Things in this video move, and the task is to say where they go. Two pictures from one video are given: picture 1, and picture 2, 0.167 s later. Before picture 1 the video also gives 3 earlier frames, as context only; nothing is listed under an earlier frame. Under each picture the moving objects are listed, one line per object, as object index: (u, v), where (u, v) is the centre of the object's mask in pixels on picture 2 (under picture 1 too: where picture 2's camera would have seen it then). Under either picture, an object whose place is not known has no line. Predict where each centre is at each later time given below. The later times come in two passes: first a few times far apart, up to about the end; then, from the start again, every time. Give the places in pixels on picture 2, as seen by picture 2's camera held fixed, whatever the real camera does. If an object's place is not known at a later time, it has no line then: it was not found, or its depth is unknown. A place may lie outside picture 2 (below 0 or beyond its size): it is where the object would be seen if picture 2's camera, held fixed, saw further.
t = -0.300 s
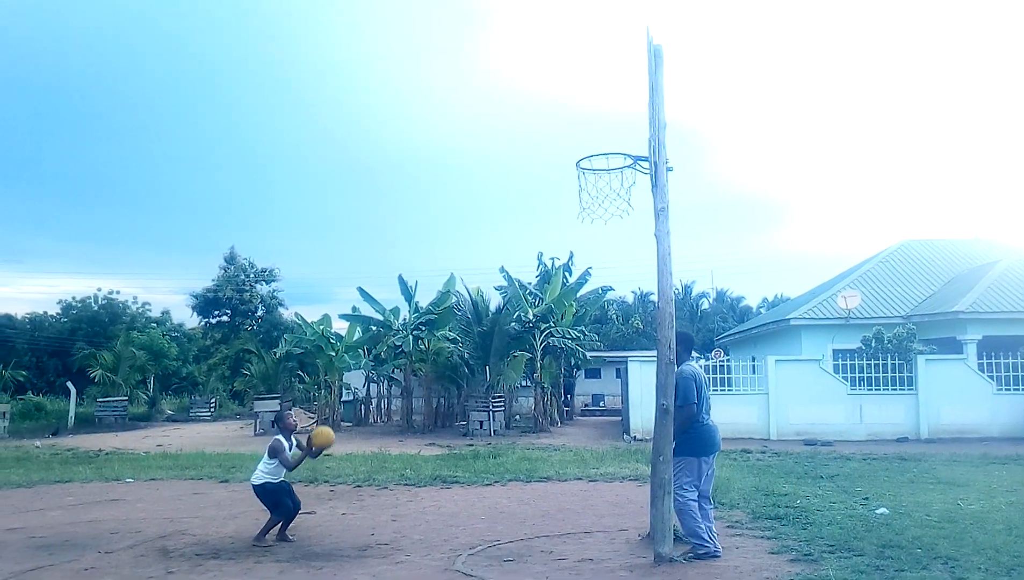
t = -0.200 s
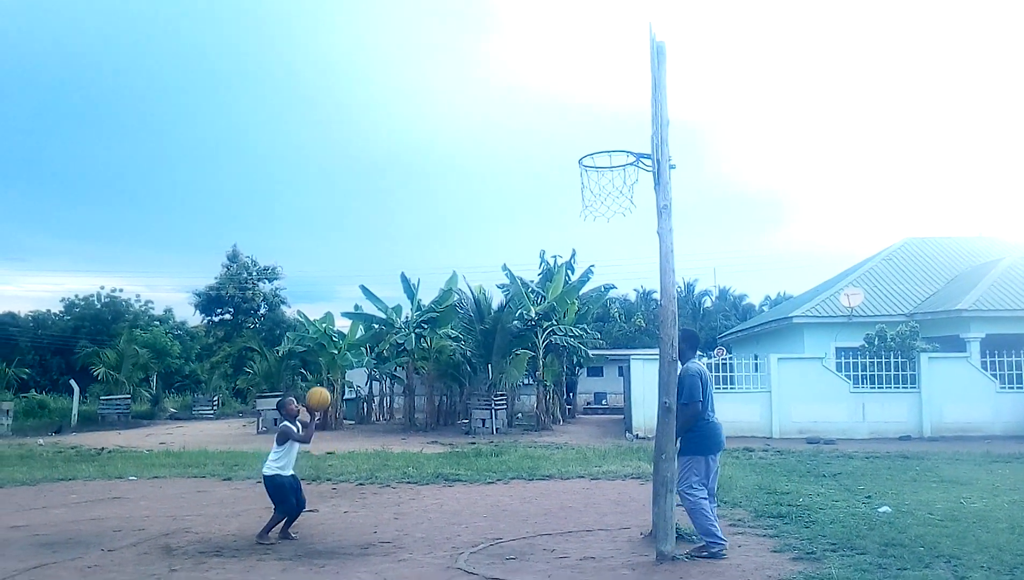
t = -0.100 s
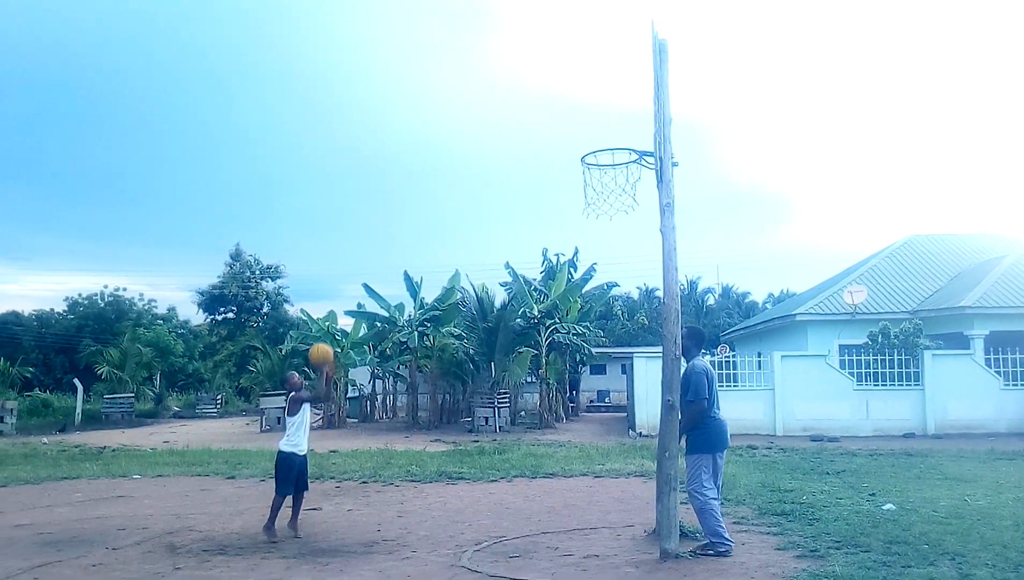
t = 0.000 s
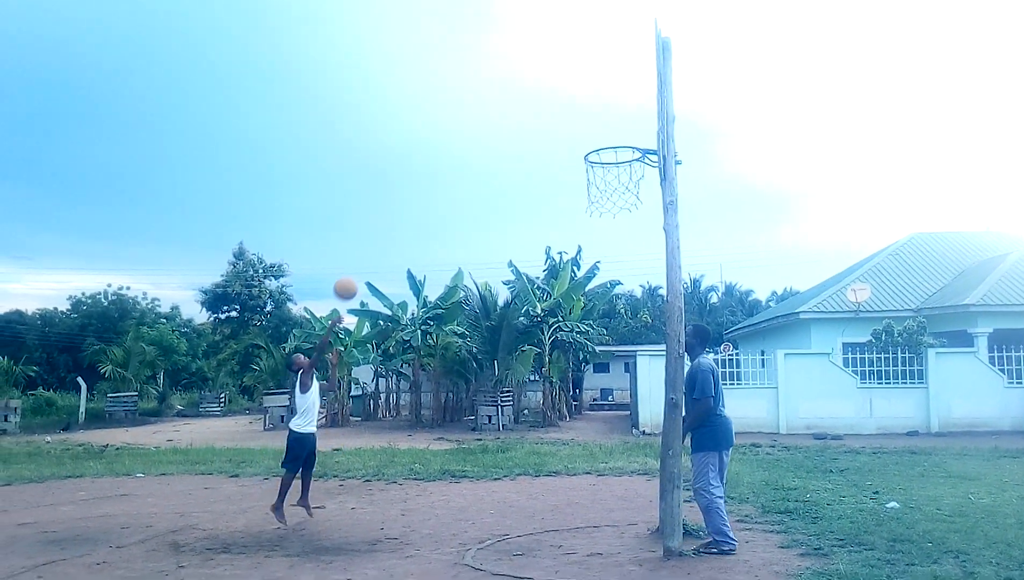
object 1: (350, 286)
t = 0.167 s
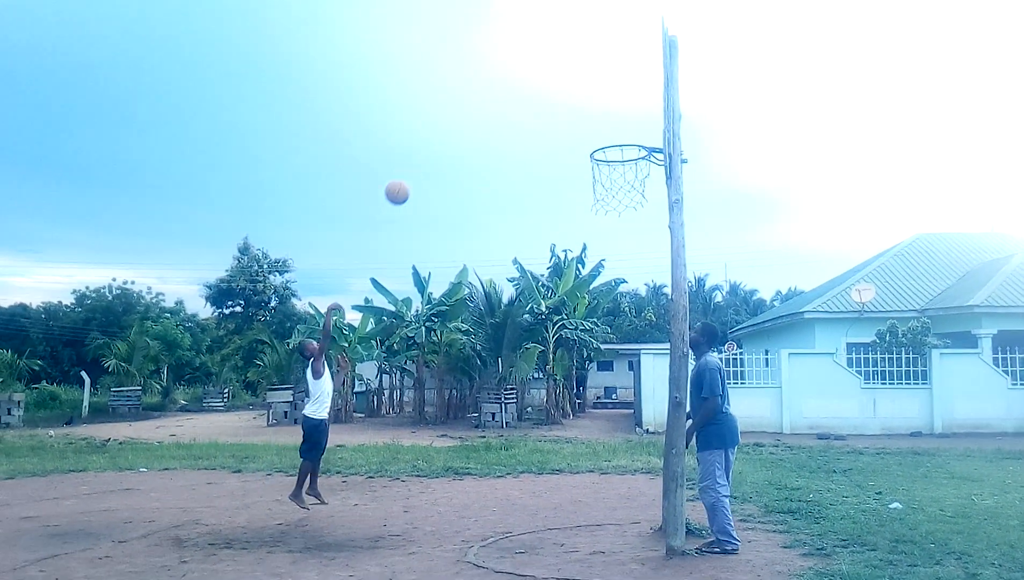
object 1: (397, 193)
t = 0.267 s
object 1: (425, 150)
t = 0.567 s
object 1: (515, 85)
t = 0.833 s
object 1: (600, 109)
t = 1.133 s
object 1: (615, 127)
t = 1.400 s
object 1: (651, 123)
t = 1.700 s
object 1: (593, 143)
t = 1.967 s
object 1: (562, 155)
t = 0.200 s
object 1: (406, 178)
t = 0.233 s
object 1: (416, 164)
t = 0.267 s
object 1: (425, 150)
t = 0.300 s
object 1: (435, 139)
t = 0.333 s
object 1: (445, 128)
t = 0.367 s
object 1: (454, 118)
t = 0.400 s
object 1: (464, 109)
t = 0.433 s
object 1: (474, 102)
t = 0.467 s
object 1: (484, 96)
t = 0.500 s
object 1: (494, 91)
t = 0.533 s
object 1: (504, 88)
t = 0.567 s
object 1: (515, 85)
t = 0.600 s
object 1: (525, 83)
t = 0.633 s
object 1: (536, 83)
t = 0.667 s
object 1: (546, 83)
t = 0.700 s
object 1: (557, 86)
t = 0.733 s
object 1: (567, 90)
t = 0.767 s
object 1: (578, 95)
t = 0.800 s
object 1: (589, 101)
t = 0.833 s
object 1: (600, 109)
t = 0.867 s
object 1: (612, 117)
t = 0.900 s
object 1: (623, 128)
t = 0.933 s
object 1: (634, 140)
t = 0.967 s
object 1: (632, 146)
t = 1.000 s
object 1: (617, 147)
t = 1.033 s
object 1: (602, 150)
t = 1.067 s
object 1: (606, 142)
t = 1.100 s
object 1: (610, 133)
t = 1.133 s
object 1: (615, 127)
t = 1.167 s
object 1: (620, 122)
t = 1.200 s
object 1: (625, 118)
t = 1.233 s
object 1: (629, 116)
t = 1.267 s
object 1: (634, 114)
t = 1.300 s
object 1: (639, 114)
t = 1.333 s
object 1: (643, 116)
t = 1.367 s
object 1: (648, 119)
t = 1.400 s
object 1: (651, 123)
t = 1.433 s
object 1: (648, 130)
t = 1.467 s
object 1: (645, 137)
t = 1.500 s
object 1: (637, 135)
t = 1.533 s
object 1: (629, 134)
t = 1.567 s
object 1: (621, 135)
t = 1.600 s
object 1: (614, 136)
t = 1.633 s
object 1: (606, 139)
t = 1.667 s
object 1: (599, 144)
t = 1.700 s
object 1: (593, 143)
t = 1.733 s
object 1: (589, 140)
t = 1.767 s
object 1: (586, 138)
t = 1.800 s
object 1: (582, 138)
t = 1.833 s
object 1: (578, 139)
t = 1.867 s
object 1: (574, 141)
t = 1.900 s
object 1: (570, 145)
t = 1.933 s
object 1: (566, 149)
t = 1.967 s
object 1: (562, 155)
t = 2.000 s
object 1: (558, 163)
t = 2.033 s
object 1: (554, 171)
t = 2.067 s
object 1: (550, 182)
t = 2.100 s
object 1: (547, 193)
